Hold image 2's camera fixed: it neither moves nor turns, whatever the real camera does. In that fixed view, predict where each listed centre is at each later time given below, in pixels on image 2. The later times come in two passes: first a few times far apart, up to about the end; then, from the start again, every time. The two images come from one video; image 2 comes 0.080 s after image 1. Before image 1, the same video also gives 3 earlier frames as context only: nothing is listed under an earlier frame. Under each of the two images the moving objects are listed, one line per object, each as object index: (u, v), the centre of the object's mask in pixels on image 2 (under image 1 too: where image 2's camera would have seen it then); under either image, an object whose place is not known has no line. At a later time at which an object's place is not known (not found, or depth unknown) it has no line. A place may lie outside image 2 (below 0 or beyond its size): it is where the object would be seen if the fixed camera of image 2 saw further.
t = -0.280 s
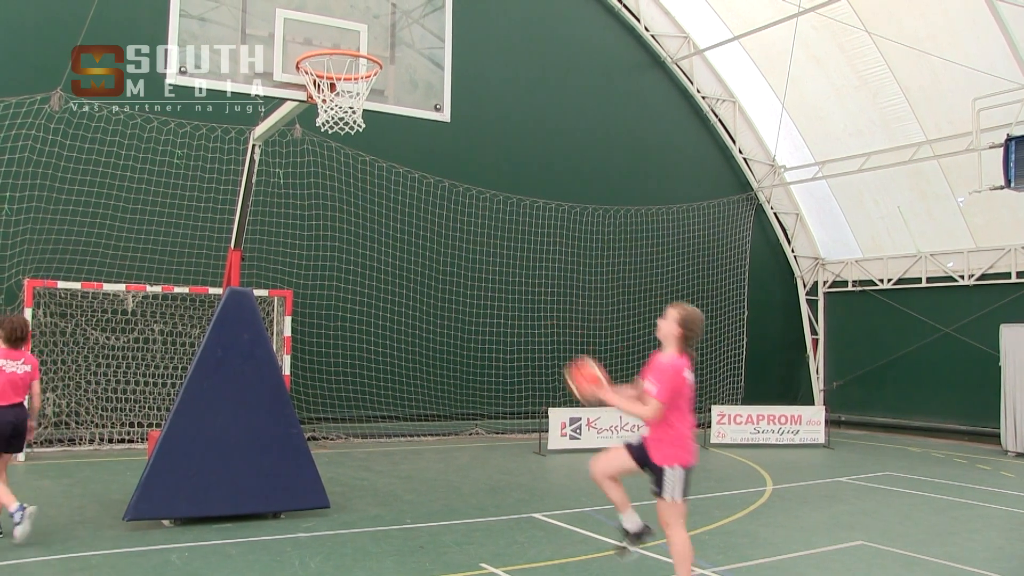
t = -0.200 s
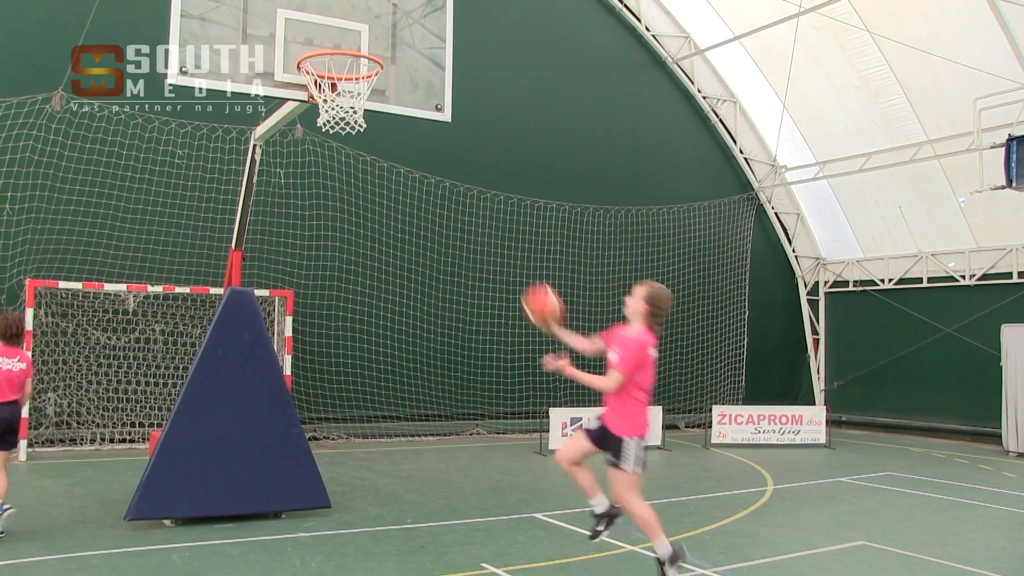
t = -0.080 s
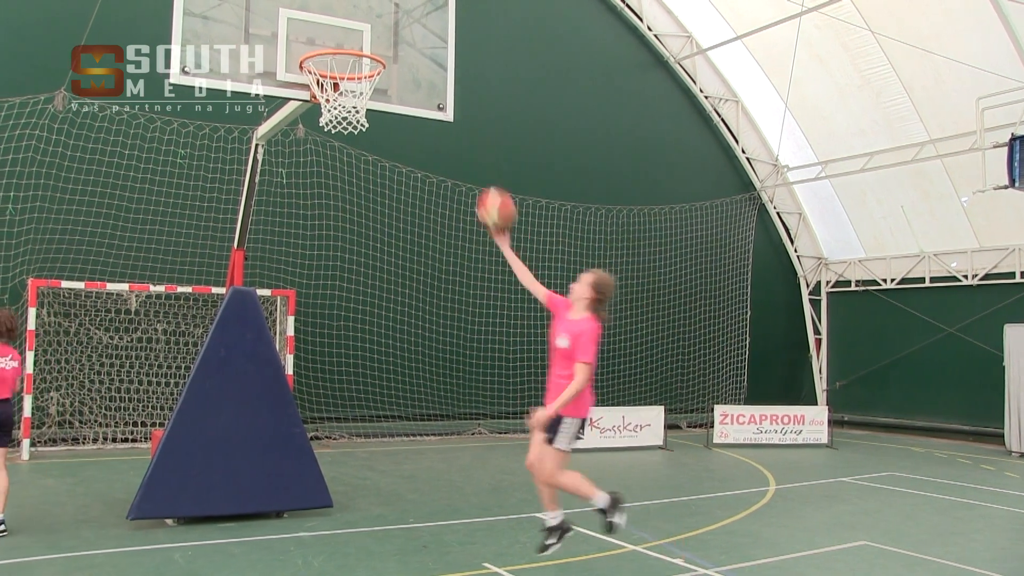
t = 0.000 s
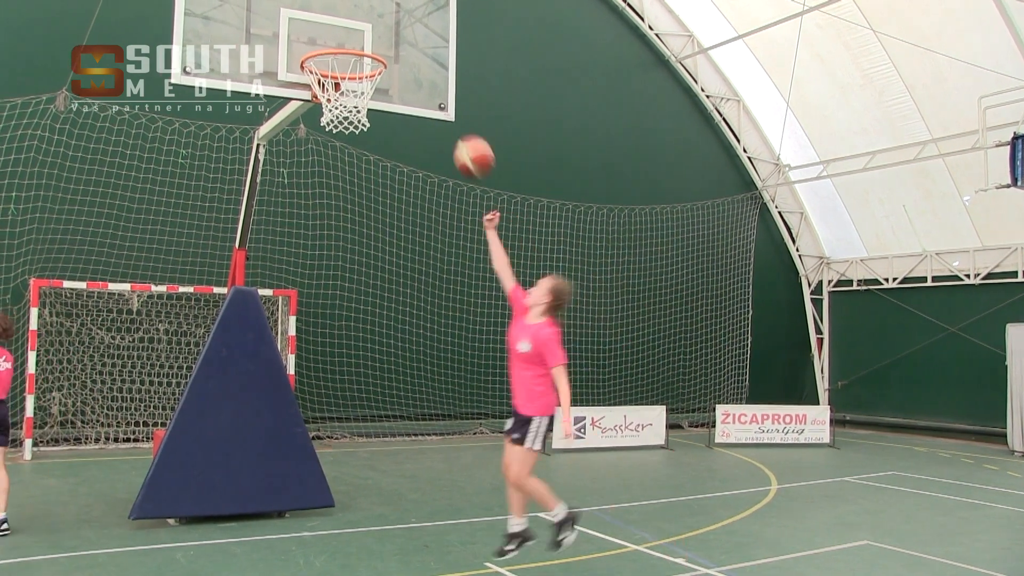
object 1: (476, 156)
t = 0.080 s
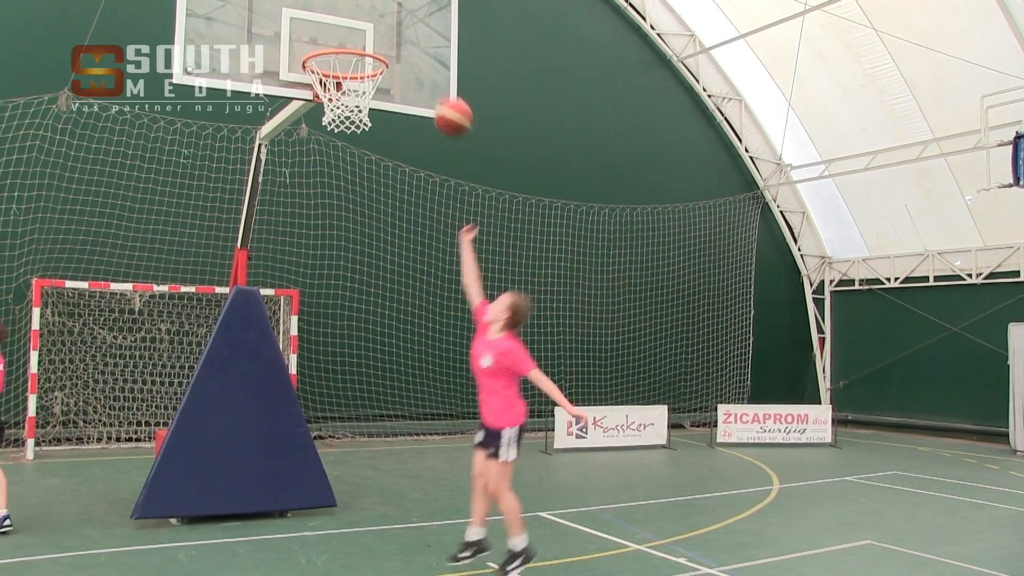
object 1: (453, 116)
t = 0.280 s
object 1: (398, 62)
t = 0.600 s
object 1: (354, 64)
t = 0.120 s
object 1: (441, 99)
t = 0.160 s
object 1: (430, 88)
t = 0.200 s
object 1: (419, 77)
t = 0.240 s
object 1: (407, 69)
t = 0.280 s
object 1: (398, 62)
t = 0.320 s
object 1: (391, 56)
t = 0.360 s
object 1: (385, 49)
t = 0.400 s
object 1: (379, 45)
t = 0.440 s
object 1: (375, 43)
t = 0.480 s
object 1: (371, 43)
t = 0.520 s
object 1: (367, 44)
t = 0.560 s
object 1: (363, 46)
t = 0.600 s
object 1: (354, 64)
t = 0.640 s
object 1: (350, 75)
